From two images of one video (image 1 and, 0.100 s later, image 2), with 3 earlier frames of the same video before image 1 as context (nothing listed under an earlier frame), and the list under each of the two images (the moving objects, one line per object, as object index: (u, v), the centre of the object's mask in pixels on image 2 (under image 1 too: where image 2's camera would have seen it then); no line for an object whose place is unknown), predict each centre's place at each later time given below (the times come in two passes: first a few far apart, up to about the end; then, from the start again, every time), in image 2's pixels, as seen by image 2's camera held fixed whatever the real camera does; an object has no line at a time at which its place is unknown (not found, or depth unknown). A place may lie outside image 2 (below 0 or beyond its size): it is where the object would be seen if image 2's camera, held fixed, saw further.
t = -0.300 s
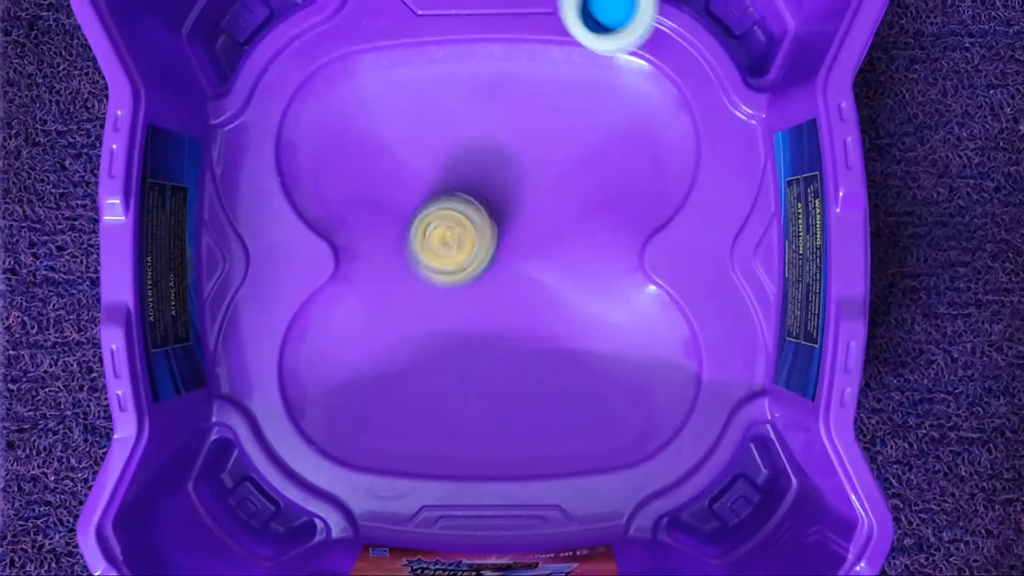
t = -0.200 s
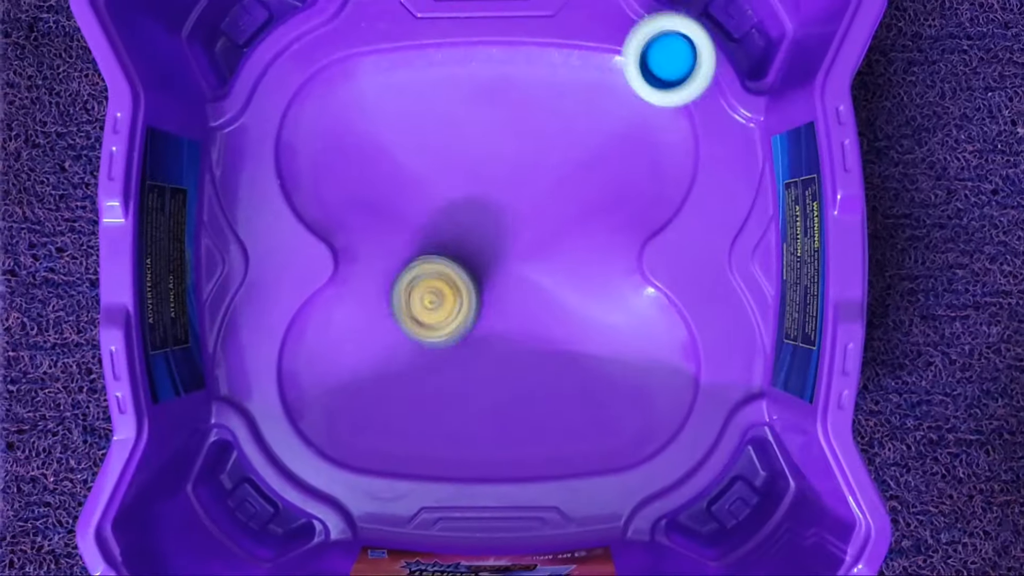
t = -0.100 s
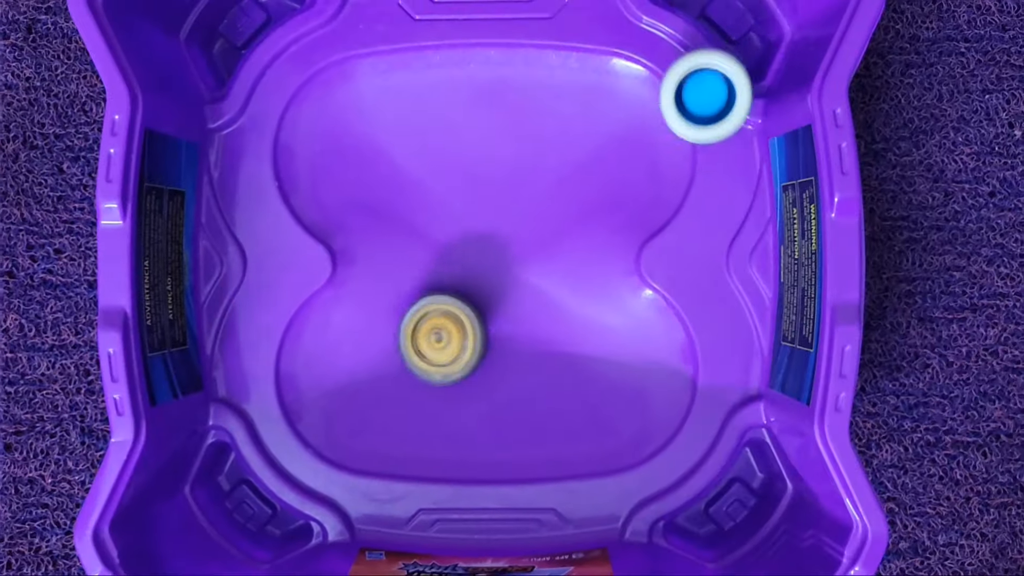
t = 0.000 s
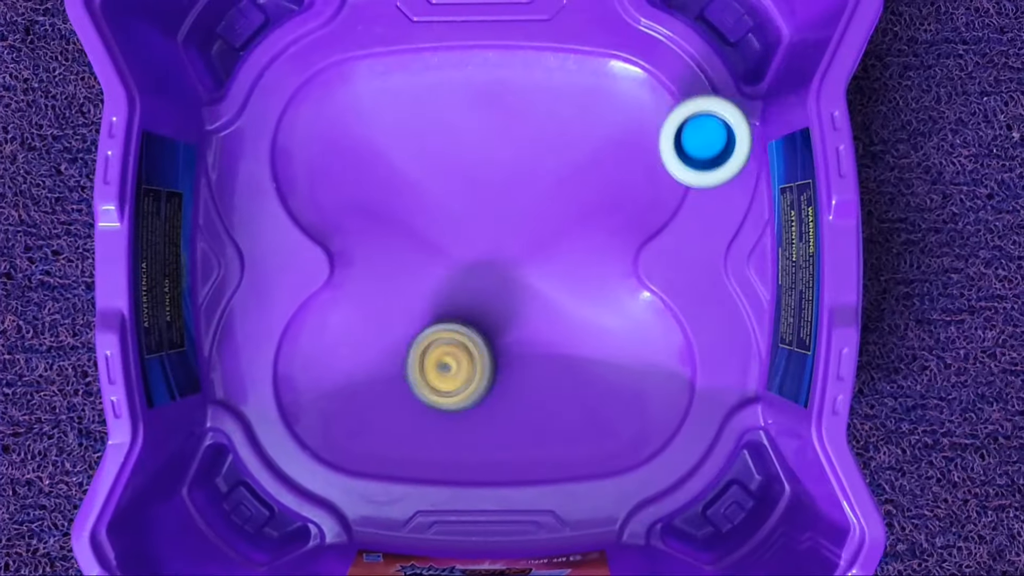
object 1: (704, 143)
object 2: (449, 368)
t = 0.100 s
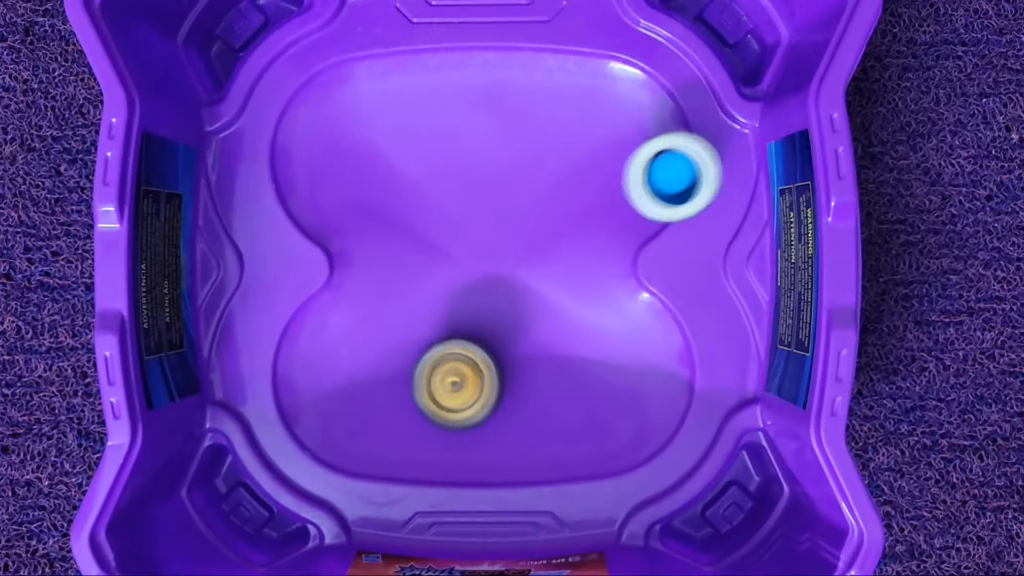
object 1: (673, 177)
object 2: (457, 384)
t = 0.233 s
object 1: (503, 231)
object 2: (465, 393)
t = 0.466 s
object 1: (225, 162)
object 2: (475, 376)
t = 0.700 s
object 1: (292, 48)
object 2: (483, 333)
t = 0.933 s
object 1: (334, 33)
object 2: (495, 267)
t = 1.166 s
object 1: (405, 119)
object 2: (526, 213)
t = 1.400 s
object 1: (440, 340)
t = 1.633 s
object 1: (355, 428)
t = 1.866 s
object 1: (334, 308)
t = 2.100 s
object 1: (440, 307)
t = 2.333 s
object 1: (311, 450)
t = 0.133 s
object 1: (639, 192)
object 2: (458, 387)
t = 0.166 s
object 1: (599, 207)
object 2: (461, 390)
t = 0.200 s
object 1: (553, 220)
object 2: (462, 392)
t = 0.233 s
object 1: (503, 231)
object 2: (465, 393)
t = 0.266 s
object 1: (452, 240)
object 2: (466, 392)
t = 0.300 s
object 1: (401, 247)
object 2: (468, 391)
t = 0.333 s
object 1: (352, 247)
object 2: (470, 388)
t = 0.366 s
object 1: (308, 241)
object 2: (472, 386)
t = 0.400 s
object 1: (273, 218)
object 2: (473, 383)
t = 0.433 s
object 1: (245, 189)
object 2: (474, 380)
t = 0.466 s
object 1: (225, 162)
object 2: (475, 376)
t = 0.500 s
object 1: (236, 139)
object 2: (475, 373)
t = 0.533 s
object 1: (244, 119)
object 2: (477, 368)
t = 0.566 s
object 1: (249, 99)
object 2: (479, 364)
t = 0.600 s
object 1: (254, 83)
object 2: (479, 357)
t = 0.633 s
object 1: (267, 69)
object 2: (480, 350)
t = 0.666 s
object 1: (279, 57)
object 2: (481, 341)
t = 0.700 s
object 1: (292, 48)
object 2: (483, 333)
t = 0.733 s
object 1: (305, 43)
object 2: (483, 325)
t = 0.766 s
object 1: (318, 41)
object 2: (485, 316)
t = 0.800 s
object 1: (327, 40)
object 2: (486, 307)
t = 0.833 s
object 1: (333, 38)
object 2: (489, 297)
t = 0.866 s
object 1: (336, 36)
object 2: (491, 287)
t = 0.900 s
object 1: (336, 34)
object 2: (493, 277)
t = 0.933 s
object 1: (334, 33)
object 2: (495, 267)
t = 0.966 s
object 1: (330, 32)
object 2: (498, 258)
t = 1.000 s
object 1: (342, 38)
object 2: (502, 250)
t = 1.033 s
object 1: (352, 44)
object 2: (506, 242)
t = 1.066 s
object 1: (360, 51)
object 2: (511, 234)
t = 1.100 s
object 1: (370, 66)
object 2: (516, 226)
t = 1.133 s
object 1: (385, 89)
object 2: (521, 219)
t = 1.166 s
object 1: (405, 119)
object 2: (526, 213)
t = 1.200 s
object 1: (426, 151)
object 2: (531, 207)
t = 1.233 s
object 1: (445, 184)
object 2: (537, 202)
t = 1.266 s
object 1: (449, 218)
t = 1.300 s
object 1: (449, 251)
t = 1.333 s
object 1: (447, 283)
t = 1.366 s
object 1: (444, 312)
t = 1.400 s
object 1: (440, 340)
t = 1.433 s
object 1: (434, 365)
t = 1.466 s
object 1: (427, 385)
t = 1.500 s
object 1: (417, 402)
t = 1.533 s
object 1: (405, 415)
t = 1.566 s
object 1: (390, 424)
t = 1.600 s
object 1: (373, 429)
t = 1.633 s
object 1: (355, 428)
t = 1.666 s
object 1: (337, 423)
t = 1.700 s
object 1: (320, 413)
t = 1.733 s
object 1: (306, 397)
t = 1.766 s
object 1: (298, 376)
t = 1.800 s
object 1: (299, 352)
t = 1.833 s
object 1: (311, 328)
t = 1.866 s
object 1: (334, 308)
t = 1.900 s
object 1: (366, 290)
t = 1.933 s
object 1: (400, 272)
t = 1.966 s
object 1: (435, 256)
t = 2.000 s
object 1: (467, 240)
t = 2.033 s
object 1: (478, 245)
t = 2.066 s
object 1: (458, 276)
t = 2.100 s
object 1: (440, 307)
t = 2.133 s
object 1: (422, 340)
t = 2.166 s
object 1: (404, 372)
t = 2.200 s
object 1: (385, 399)
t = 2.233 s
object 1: (365, 423)
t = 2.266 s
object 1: (345, 440)
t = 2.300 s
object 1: (326, 451)
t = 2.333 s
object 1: (311, 450)
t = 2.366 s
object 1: (309, 430)
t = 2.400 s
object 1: (312, 407)
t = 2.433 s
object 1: (319, 382)
